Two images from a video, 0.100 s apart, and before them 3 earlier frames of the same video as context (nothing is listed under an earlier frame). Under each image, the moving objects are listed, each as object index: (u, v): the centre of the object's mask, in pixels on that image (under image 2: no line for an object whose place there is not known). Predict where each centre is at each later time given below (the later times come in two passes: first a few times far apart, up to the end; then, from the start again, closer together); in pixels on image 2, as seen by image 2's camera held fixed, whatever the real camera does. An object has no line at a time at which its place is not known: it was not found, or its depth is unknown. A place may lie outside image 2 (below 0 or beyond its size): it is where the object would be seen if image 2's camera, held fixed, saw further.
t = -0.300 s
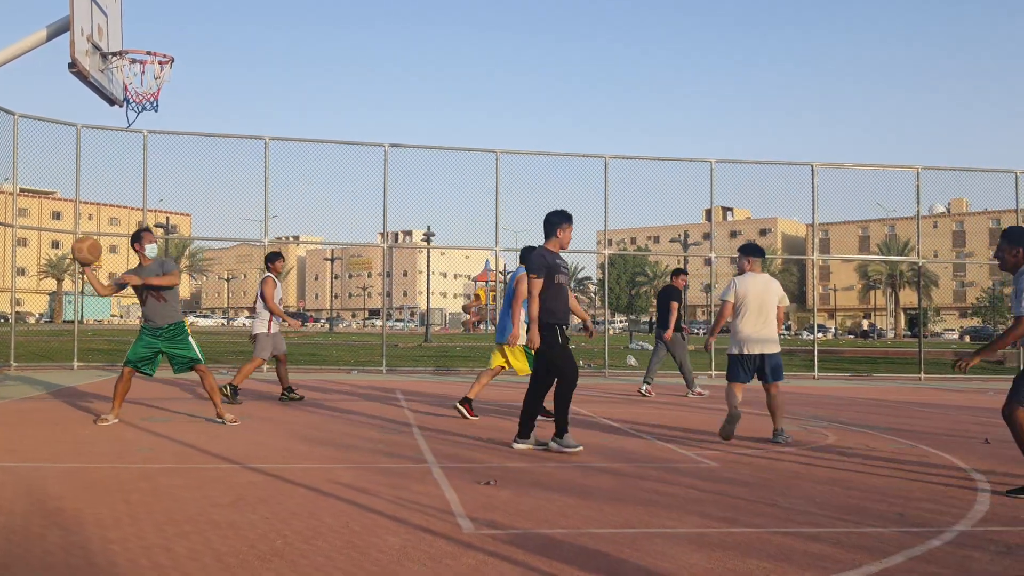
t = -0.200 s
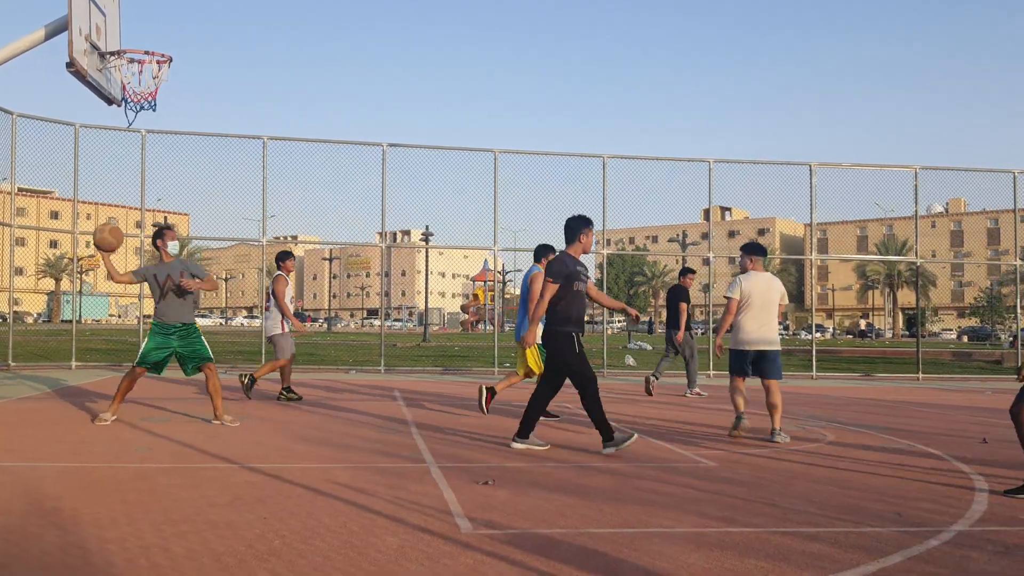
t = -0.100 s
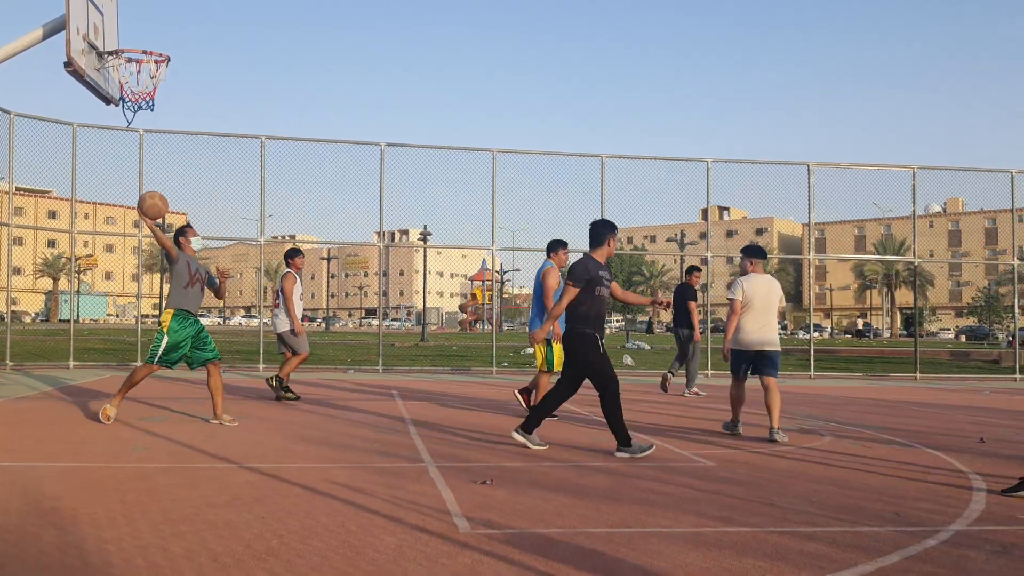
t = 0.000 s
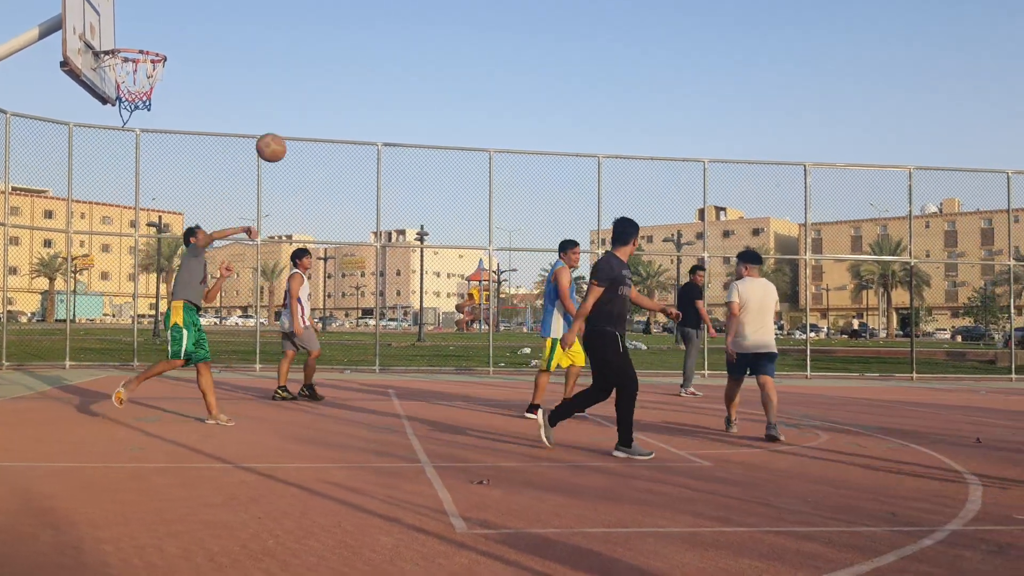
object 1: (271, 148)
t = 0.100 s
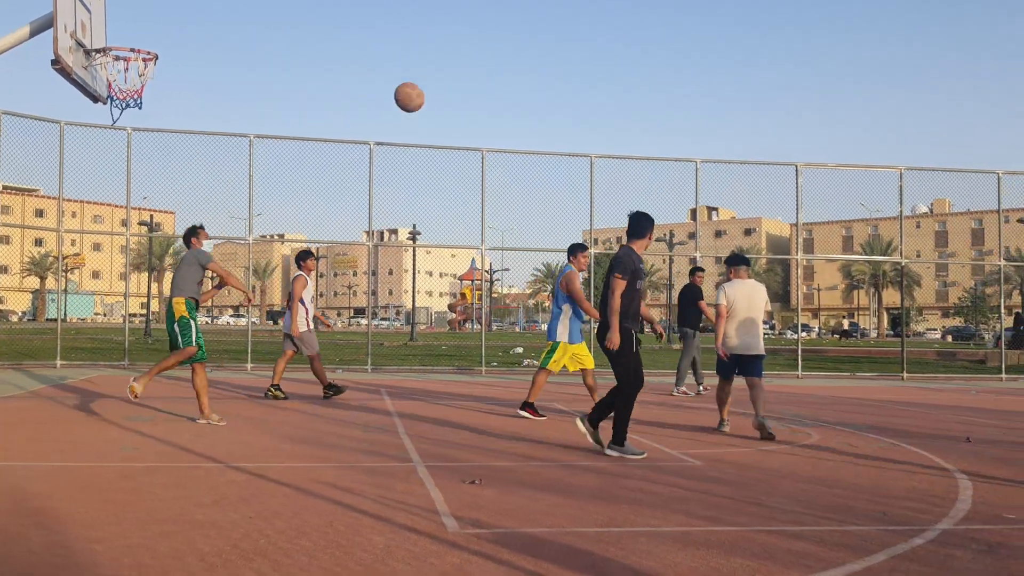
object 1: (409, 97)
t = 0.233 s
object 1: (606, 43)
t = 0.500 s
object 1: (1023, -15)
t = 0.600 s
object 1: (1192, -28)
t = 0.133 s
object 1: (458, 82)
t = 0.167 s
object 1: (507, 68)
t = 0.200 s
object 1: (556, 55)
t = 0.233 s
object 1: (606, 43)
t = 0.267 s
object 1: (656, 31)
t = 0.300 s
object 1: (706, 21)
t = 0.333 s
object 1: (757, 11)
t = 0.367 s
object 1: (809, 5)
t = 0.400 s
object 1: (861, 0)
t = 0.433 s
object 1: (914, -5)
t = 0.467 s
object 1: (968, -10)
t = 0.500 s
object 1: (1023, -15)
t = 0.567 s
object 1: (1135, -24)
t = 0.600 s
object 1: (1192, -28)
